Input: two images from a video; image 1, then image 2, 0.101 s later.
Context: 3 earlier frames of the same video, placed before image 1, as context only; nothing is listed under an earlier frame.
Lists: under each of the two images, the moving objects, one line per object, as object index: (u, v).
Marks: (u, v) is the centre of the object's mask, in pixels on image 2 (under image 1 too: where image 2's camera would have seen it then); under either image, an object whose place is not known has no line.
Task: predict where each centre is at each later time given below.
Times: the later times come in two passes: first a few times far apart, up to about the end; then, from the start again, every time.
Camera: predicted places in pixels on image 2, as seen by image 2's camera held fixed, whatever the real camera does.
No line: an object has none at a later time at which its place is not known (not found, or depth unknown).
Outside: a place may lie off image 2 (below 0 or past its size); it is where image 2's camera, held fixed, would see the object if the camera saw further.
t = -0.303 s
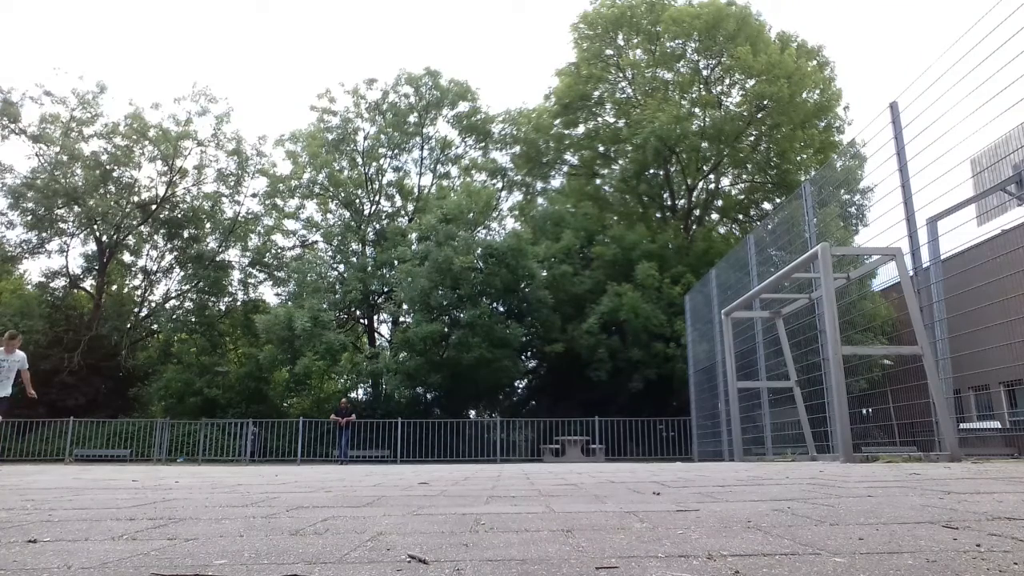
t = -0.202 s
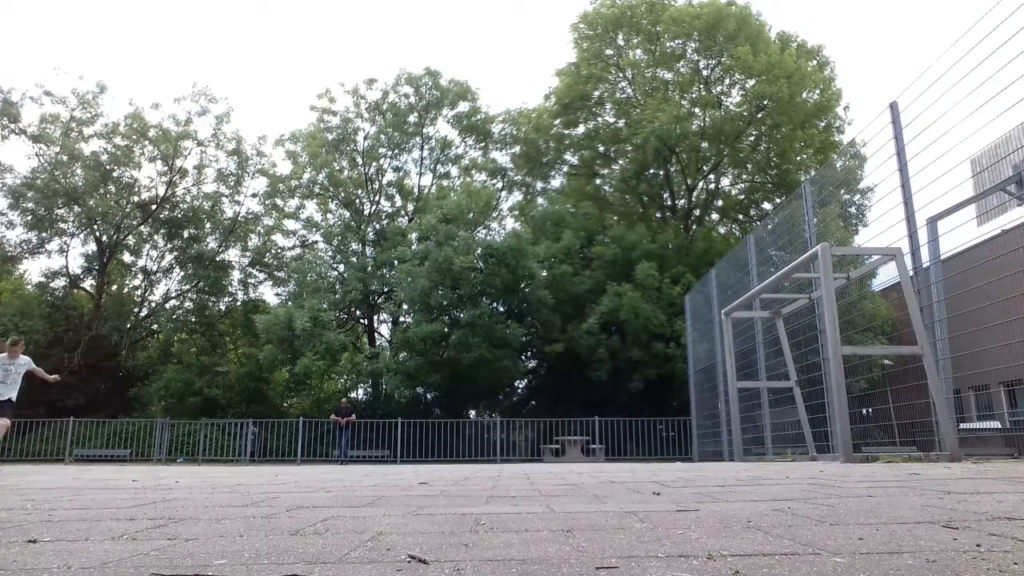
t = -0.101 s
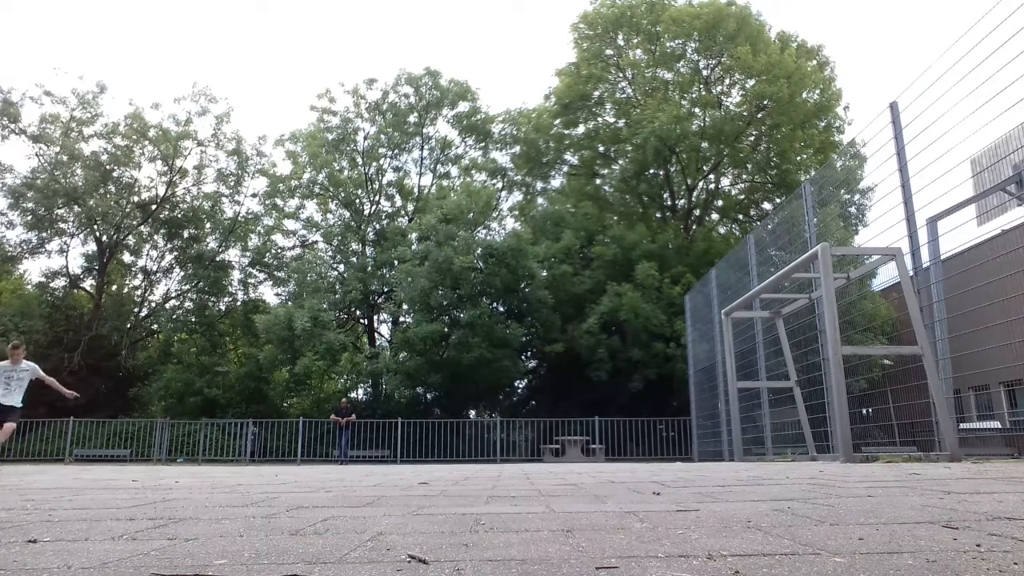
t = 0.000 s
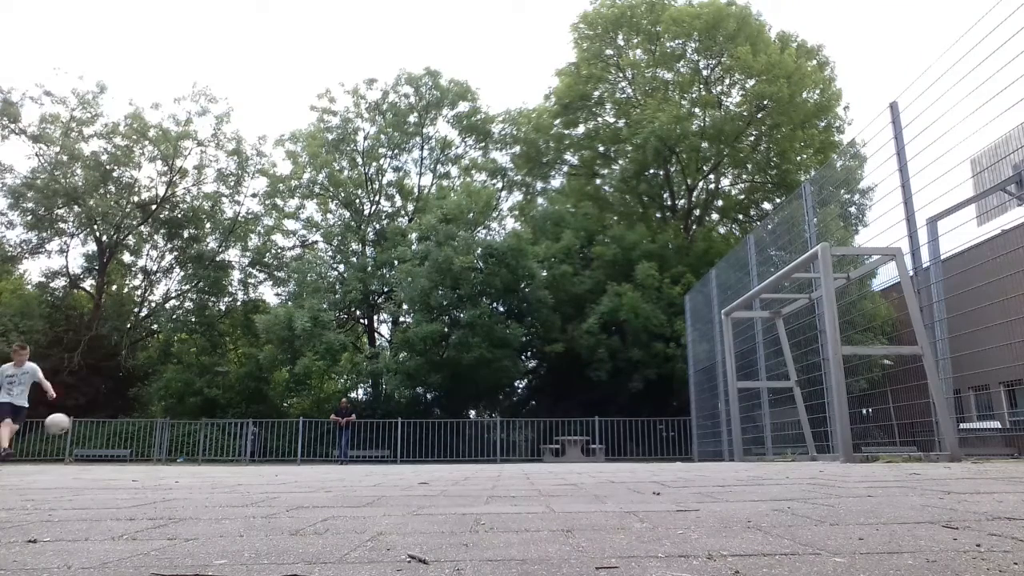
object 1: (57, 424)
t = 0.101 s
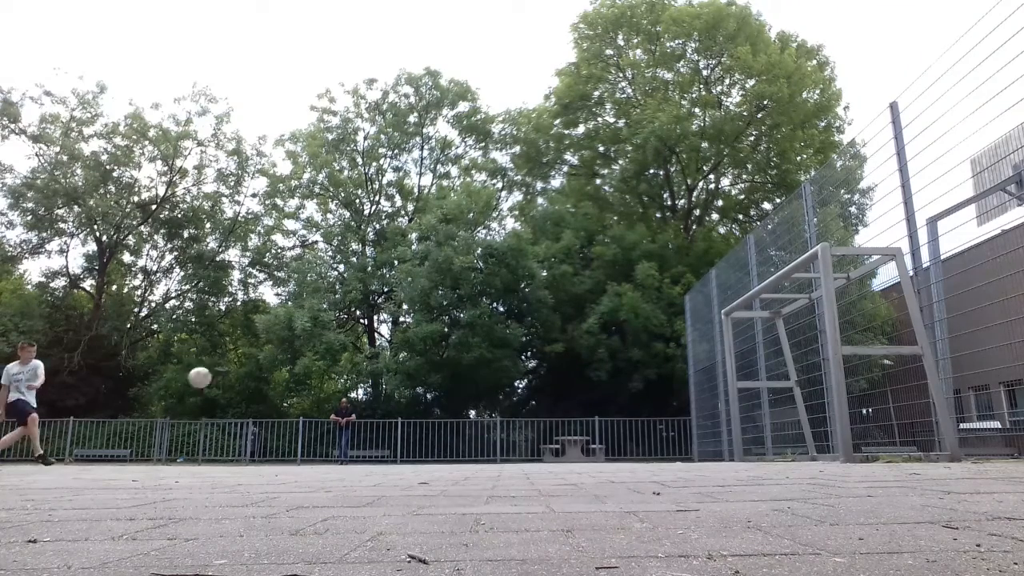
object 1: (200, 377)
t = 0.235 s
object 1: (382, 329)
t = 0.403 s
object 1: (597, 292)
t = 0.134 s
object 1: (245, 364)
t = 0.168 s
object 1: (291, 352)
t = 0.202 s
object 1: (337, 340)
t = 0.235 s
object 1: (382, 329)
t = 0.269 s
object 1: (426, 320)
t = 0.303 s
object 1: (470, 312)
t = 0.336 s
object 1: (513, 304)
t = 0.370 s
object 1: (555, 297)
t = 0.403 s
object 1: (597, 292)
